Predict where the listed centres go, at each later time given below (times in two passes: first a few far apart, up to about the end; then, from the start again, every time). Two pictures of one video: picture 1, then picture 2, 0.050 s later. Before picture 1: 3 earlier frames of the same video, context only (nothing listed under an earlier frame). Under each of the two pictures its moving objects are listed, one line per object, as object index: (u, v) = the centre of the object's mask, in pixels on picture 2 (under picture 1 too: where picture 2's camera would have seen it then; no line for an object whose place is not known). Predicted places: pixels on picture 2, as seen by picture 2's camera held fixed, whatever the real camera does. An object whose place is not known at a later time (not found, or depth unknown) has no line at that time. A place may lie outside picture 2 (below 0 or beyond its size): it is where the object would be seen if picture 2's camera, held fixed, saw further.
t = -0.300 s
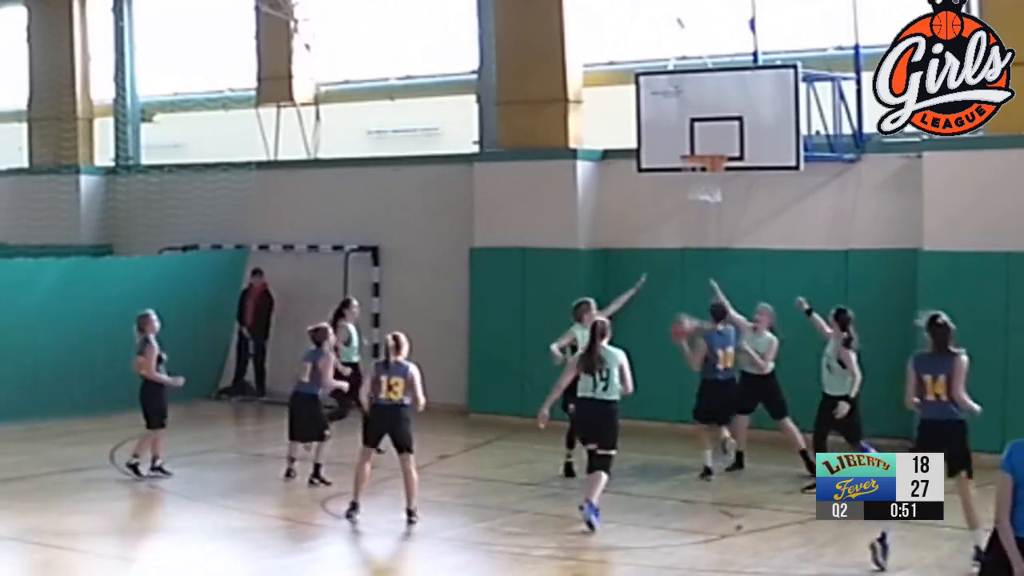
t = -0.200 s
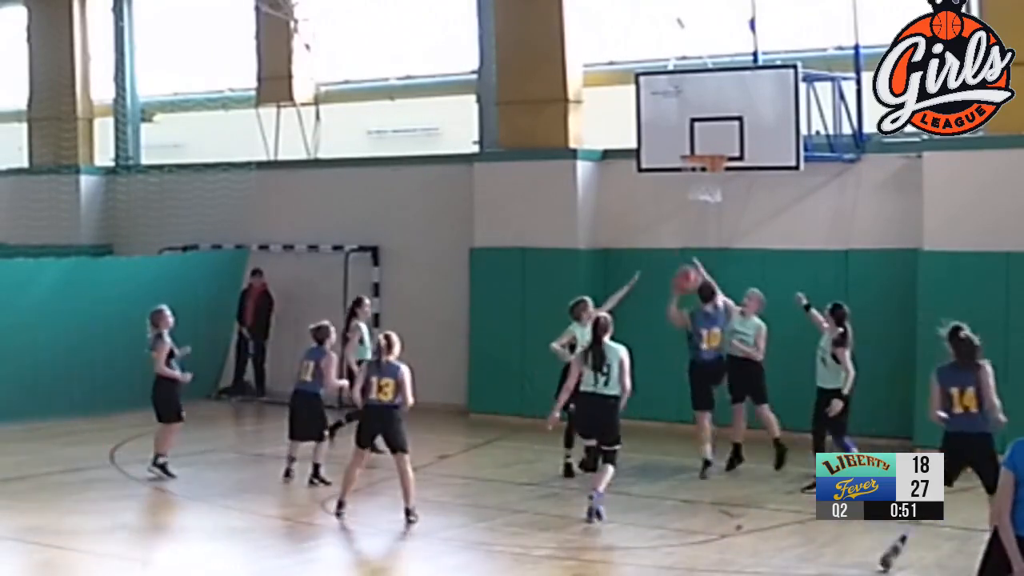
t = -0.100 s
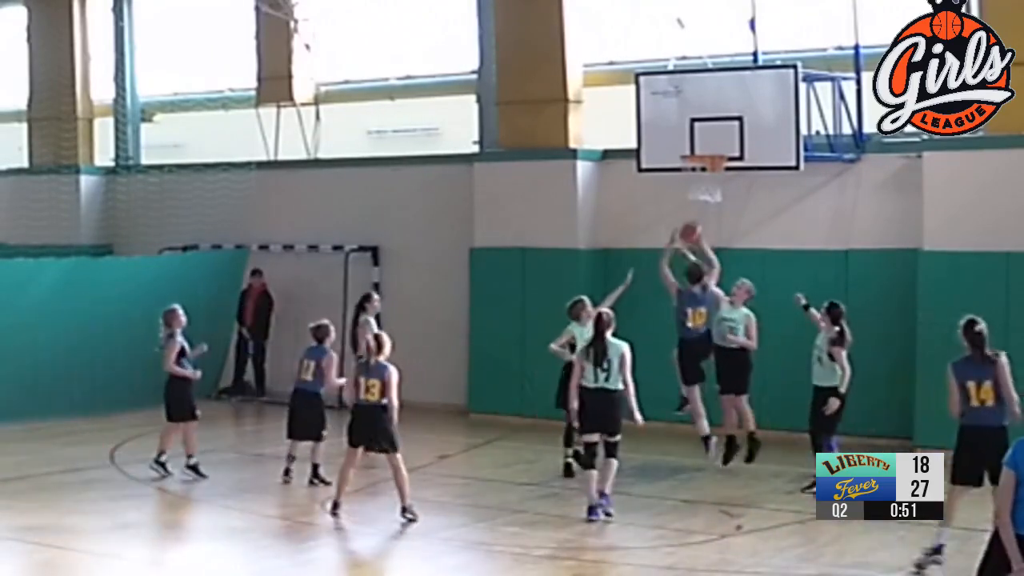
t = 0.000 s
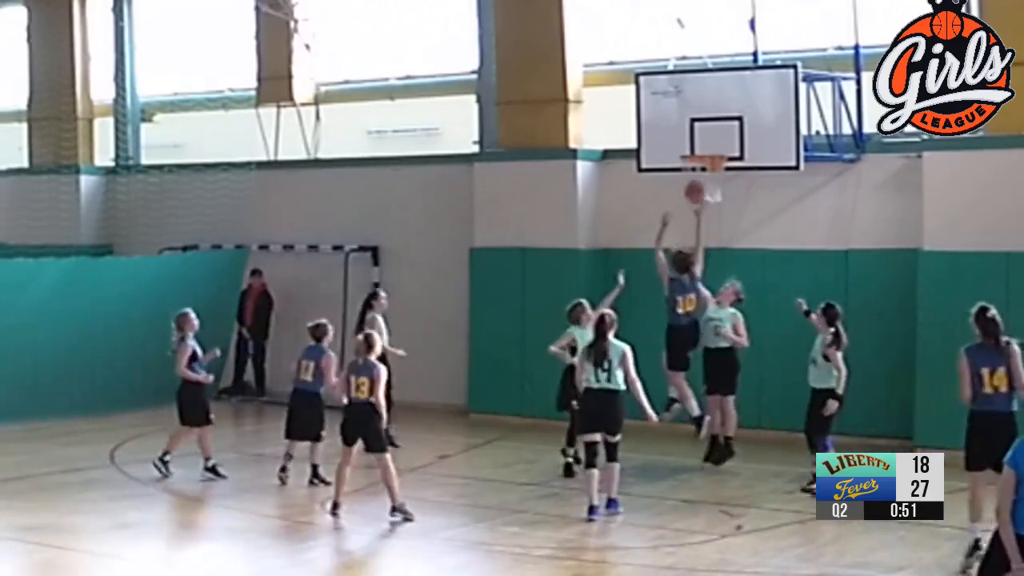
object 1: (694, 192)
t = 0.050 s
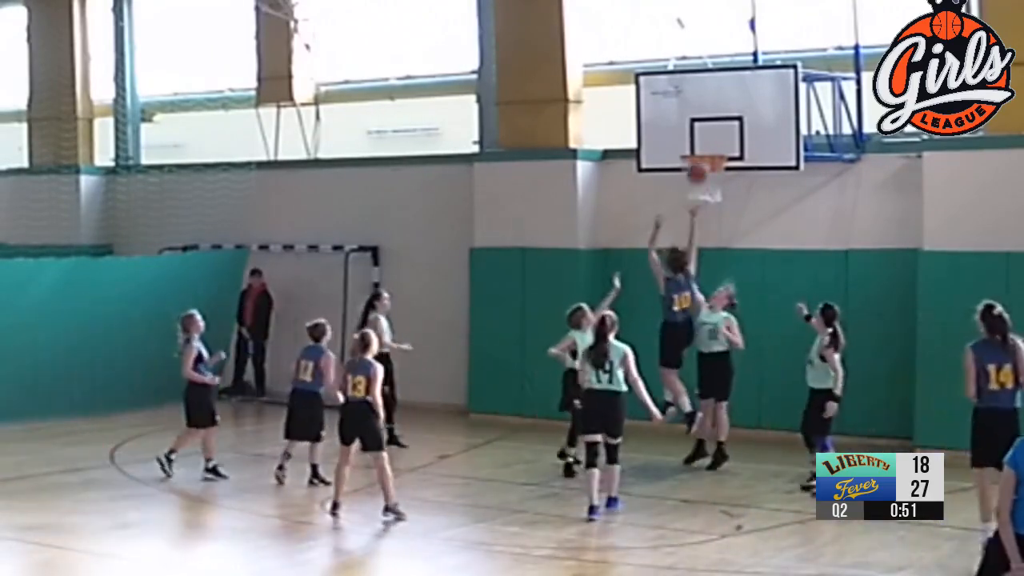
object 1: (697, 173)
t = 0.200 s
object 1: (702, 132)
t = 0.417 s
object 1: (712, 113)
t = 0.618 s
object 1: (705, 132)
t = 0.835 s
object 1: (699, 182)
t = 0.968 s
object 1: (704, 225)
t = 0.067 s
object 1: (698, 168)
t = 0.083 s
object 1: (699, 161)
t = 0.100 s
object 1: (700, 156)
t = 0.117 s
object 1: (700, 150)
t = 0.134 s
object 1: (700, 146)
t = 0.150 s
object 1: (701, 143)
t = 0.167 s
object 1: (701, 139)
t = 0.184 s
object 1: (702, 135)
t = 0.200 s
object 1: (702, 132)
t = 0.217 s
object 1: (704, 129)
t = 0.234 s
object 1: (704, 126)
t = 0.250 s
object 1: (705, 123)
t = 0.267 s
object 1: (706, 121)
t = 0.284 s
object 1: (707, 119)
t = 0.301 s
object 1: (707, 117)
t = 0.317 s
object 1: (708, 116)
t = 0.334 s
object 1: (708, 115)
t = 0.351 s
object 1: (709, 114)
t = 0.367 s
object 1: (710, 113)
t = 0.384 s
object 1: (710, 113)
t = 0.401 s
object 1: (711, 113)
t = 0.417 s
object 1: (712, 113)
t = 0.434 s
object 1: (713, 114)
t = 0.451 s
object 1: (714, 115)
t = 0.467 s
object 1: (714, 116)
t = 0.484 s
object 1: (715, 117)
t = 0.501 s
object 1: (714, 118)
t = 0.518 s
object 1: (713, 120)
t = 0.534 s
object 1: (712, 121)
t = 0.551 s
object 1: (710, 123)
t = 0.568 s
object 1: (709, 125)
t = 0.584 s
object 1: (708, 127)
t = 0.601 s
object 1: (707, 129)
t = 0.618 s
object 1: (705, 132)
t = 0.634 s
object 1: (704, 136)
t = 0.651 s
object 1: (703, 139)
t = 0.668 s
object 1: (701, 143)
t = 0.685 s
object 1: (701, 146)
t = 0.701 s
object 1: (700, 147)
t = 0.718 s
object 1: (698, 157)
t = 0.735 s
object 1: (698, 160)
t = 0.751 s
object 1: (696, 165)
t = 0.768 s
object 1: (697, 169)
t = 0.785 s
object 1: (697, 172)
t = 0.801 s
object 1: (697, 175)
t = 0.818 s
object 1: (698, 177)
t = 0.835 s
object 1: (699, 182)
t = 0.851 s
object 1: (700, 186)
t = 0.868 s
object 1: (701, 191)
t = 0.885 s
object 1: (701, 197)
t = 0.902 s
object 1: (701, 203)
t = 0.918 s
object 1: (702, 208)
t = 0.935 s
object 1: (703, 214)
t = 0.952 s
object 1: (704, 219)
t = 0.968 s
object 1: (704, 225)
